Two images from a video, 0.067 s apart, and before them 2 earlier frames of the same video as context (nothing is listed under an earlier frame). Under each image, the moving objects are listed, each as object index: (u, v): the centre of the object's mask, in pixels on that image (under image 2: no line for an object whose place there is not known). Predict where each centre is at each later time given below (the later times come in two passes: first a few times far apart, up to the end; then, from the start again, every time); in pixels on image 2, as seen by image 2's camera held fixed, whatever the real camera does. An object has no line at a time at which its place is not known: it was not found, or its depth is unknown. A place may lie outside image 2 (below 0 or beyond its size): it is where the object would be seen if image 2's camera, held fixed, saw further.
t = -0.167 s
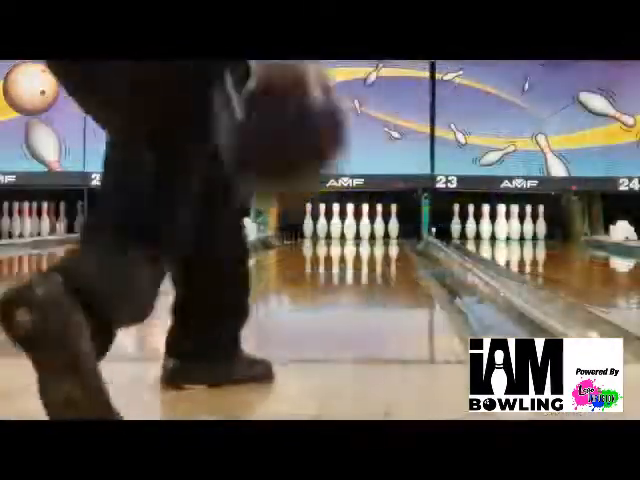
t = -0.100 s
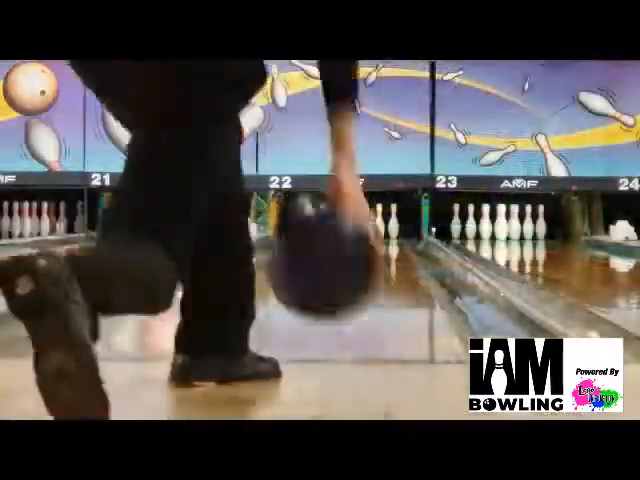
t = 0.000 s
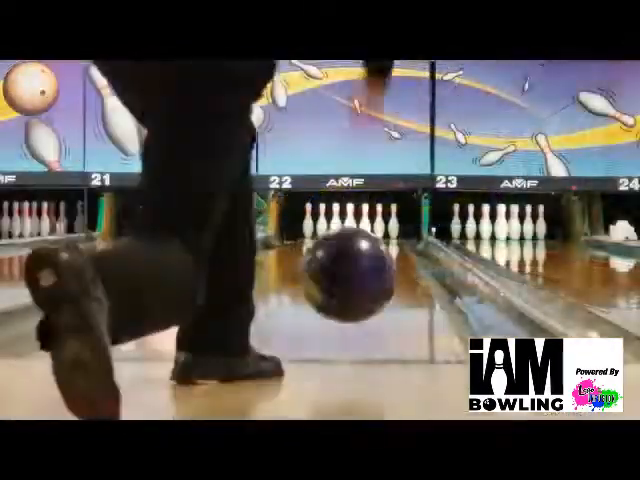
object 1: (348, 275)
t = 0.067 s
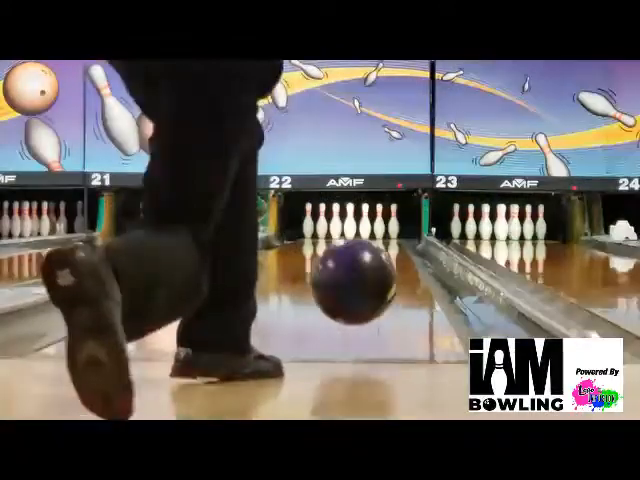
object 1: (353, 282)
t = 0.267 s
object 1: (365, 284)
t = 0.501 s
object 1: (373, 266)
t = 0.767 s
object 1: (376, 256)
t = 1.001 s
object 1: (377, 248)
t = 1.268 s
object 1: (377, 241)
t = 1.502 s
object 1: (376, 237)
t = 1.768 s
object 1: (373, 234)
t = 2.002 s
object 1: (367, 232)
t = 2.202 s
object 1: (359, 230)
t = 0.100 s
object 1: (356, 291)
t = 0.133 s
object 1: (358, 300)
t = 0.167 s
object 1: (360, 295)
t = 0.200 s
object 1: (362, 291)
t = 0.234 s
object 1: (364, 287)
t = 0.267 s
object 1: (365, 284)
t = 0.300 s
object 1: (367, 281)
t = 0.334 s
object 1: (368, 278)
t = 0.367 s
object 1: (370, 275)
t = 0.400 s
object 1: (371, 273)
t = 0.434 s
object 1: (372, 270)
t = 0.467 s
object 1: (372, 268)
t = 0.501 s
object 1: (373, 266)
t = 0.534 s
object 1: (374, 265)
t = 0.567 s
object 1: (374, 263)
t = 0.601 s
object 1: (375, 262)
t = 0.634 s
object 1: (375, 261)
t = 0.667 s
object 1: (375, 260)
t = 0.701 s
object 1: (376, 258)
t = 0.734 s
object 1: (375, 257)
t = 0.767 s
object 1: (376, 256)
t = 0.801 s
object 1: (377, 254)
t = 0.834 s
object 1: (376, 253)
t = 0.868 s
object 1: (376, 252)
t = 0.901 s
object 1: (377, 251)
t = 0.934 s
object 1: (377, 250)
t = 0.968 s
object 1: (377, 248)
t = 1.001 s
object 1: (377, 248)
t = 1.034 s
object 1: (377, 247)
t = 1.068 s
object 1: (377, 246)
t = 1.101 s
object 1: (377, 245)
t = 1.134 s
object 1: (377, 244)
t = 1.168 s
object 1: (377, 243)
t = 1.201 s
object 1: (377, 243)
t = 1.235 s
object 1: (377, 242)
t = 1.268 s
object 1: (377, 241)
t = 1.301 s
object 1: (377, 241)
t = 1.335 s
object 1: (377, 240)
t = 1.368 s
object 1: (377, 239)
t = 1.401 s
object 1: (377, 239)
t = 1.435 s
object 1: (376, 238)
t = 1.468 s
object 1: (377, 238)
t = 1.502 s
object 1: (376, 237)
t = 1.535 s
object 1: (376, 237)
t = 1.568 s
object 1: (376, 237)
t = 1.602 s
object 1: (376, 236)
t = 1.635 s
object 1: (375, 236)
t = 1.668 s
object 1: (374, 235)
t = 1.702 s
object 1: (374, 234)
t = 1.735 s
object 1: (373, 234)
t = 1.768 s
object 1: (373, 234)
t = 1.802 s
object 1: (372, 233)
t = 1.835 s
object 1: (372, 233)
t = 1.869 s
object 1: (372, 233)
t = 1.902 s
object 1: (370, 233)
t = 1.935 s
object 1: (369, 232)
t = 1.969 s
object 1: (368, 232)
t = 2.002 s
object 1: (367, 232)
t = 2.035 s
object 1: (367, 232)
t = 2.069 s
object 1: (366, 231)
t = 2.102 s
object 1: (364, 231)
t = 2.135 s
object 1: (362, 231)
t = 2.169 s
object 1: (361, 231)
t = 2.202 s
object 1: (359, 230)
